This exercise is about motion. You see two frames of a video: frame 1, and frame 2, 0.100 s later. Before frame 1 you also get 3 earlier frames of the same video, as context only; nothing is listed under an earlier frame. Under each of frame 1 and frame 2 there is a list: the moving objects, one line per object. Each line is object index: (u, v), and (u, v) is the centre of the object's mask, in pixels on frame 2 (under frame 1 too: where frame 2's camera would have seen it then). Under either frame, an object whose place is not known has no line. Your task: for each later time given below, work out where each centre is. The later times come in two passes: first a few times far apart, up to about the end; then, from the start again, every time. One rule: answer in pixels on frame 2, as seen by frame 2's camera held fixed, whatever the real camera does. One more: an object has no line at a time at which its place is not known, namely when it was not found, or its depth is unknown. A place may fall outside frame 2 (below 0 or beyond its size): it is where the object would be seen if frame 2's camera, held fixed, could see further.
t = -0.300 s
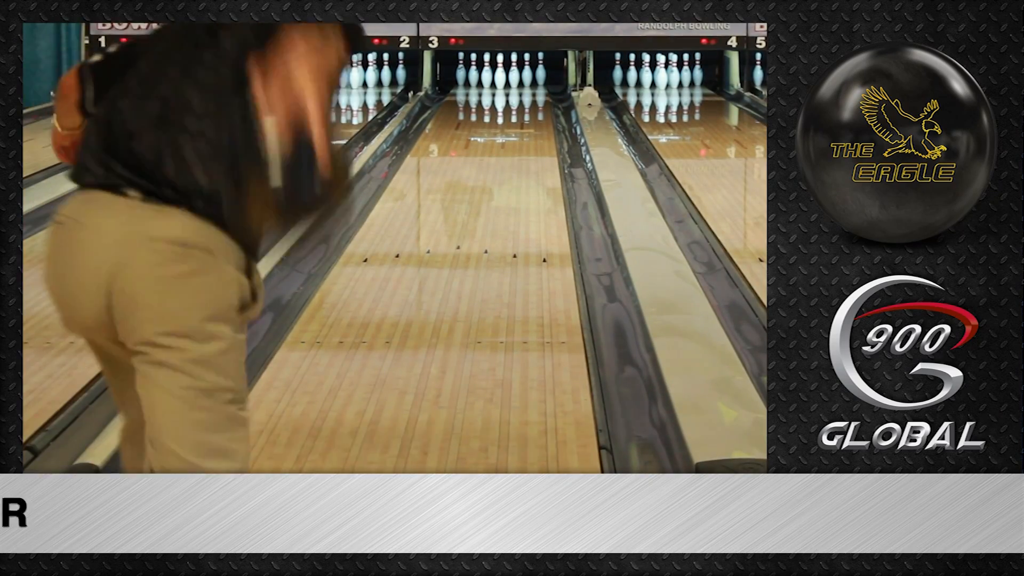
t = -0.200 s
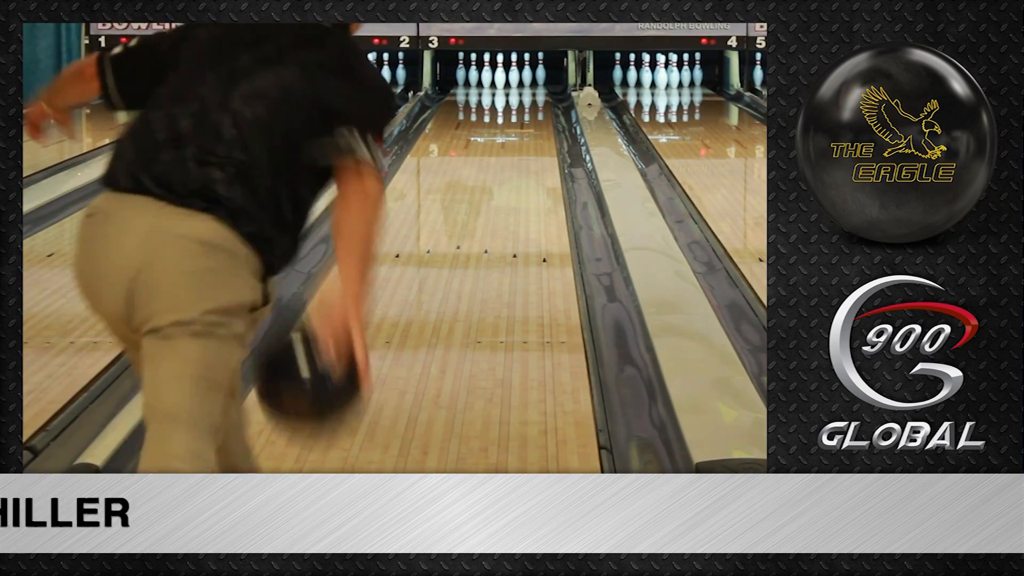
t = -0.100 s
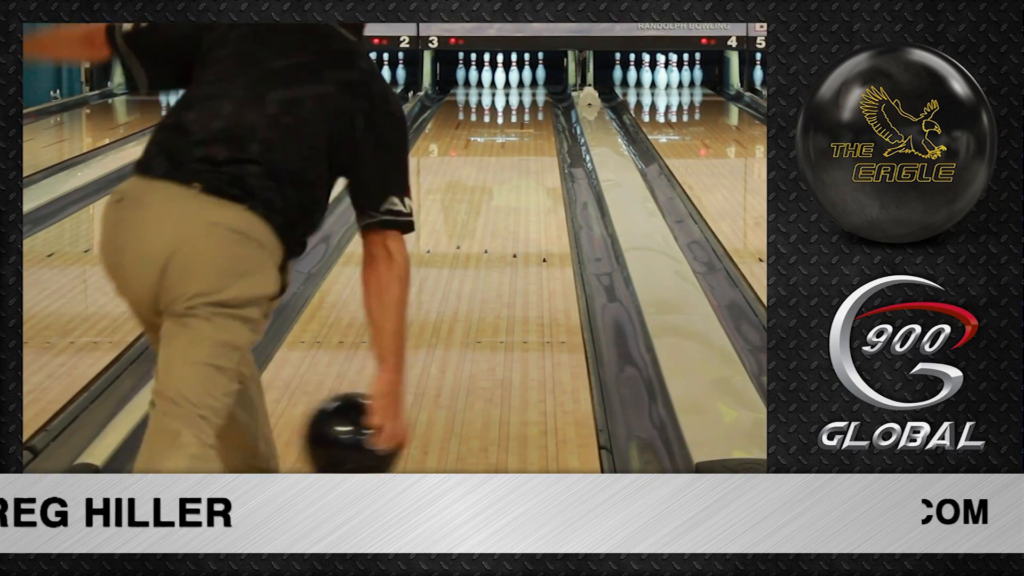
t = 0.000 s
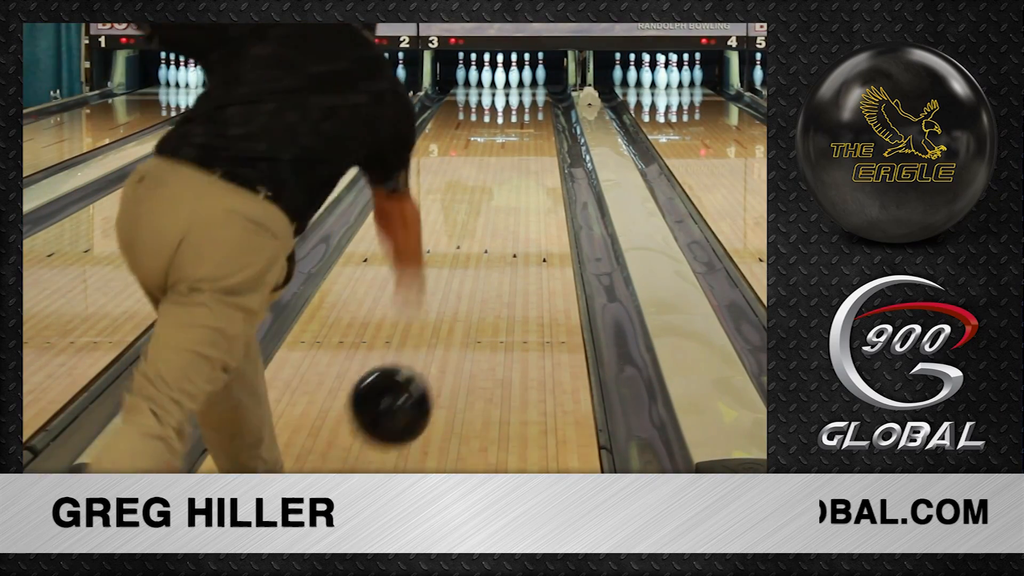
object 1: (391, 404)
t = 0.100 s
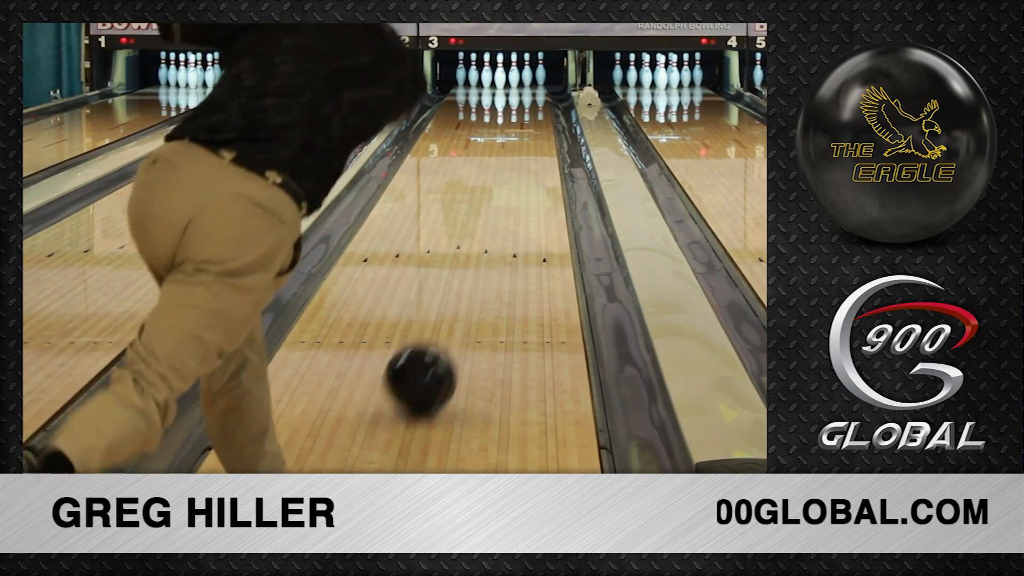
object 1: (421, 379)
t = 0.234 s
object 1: (450, 322)
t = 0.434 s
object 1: (480, 260)
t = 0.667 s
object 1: (504, 211)
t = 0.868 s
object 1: (518, 181)
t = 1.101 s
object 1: (529, 153)
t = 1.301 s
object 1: (535, 135)
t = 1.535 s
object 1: (539, 119)
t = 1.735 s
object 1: (539, 107)
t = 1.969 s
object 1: (533, 97)
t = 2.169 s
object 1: (524, 89)
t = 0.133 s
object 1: (429, 363)
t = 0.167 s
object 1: (437, 348)
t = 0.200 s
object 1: (444, 335)
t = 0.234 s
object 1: (450, 322)
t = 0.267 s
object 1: (456, 310)
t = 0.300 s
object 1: (462, 298)
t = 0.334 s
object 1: (467, 288)
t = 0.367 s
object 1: (472, 278)
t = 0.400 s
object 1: (476, 268)
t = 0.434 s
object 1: (480, 260)
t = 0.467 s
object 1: (484, 252)
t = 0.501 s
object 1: (488, 244)
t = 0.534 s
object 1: (492, 237)
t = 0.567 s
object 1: (495, 229)
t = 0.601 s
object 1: (498, 223)
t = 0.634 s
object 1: (501, 217)
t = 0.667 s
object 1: (504, 211)
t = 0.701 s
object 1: (506, 206)
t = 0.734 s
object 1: (509, 200)
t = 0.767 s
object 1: (511, 195)
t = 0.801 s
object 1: (513, 190)
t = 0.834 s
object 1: (515, 185)
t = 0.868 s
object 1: (518, 181)
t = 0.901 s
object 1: (519, 176)
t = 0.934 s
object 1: (521, 172)
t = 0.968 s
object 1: (523, 168)
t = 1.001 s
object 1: (525, 164)
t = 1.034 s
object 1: (526, 160)
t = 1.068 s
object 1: (528, 157)
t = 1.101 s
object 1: (529, 153)
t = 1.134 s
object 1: (530, 150)
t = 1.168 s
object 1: (531, 147)
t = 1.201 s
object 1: (532, 144)
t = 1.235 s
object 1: (533, 141)
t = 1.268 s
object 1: (534, 138)
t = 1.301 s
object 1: (535, 135)
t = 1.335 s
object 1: (536, 133)
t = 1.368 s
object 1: (536, 130)
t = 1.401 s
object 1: (537, 128)
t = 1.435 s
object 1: (538, 125)
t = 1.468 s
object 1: (538, 123)
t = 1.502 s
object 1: (539, 121)
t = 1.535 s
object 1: (539, 119)
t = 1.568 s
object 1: (539, 117)
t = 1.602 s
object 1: (539, 114)
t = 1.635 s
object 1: (540, 113)
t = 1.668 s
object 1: (540, 111)
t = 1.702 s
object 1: (539, 109)
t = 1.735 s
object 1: (539, 107)
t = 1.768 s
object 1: (539, 106)
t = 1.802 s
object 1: (538, 104)
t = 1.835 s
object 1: (538, 103)
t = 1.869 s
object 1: (537, 101)
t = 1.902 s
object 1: (536, 100)
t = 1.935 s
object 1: (535, 98)
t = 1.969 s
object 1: (533, 97)
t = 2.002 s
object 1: (532, 95)
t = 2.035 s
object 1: (531, 95)
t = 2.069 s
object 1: (530, 93)
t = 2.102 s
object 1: (528, 91)
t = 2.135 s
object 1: (526, 90)
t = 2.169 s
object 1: (524, 89)
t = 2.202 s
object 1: (522, 88)
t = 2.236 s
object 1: (520, 88)
